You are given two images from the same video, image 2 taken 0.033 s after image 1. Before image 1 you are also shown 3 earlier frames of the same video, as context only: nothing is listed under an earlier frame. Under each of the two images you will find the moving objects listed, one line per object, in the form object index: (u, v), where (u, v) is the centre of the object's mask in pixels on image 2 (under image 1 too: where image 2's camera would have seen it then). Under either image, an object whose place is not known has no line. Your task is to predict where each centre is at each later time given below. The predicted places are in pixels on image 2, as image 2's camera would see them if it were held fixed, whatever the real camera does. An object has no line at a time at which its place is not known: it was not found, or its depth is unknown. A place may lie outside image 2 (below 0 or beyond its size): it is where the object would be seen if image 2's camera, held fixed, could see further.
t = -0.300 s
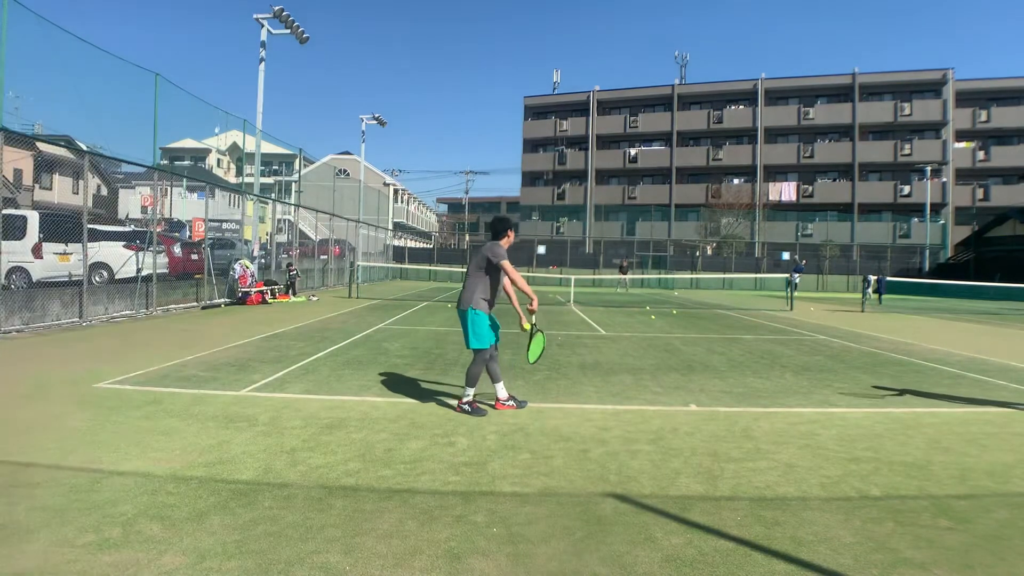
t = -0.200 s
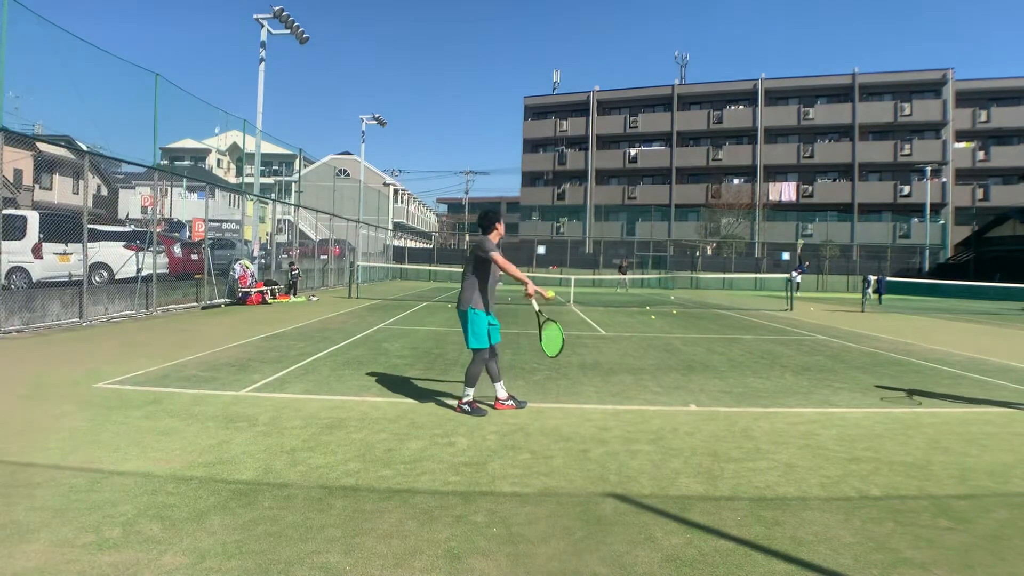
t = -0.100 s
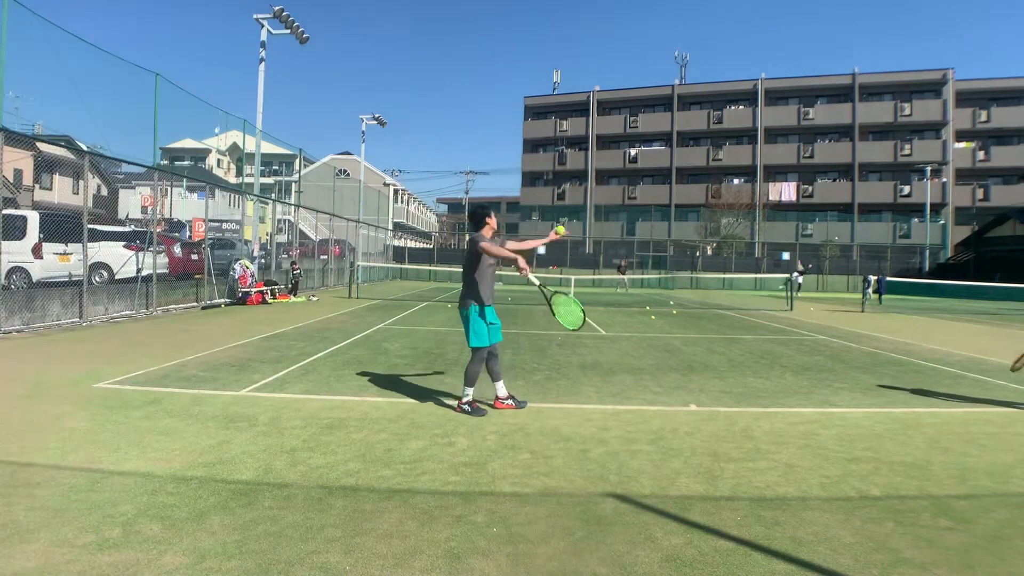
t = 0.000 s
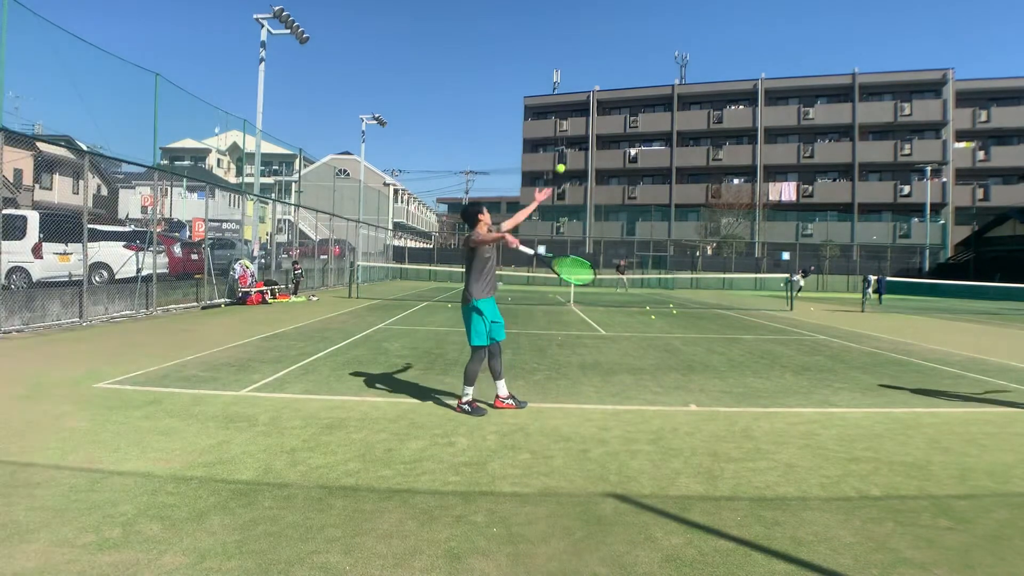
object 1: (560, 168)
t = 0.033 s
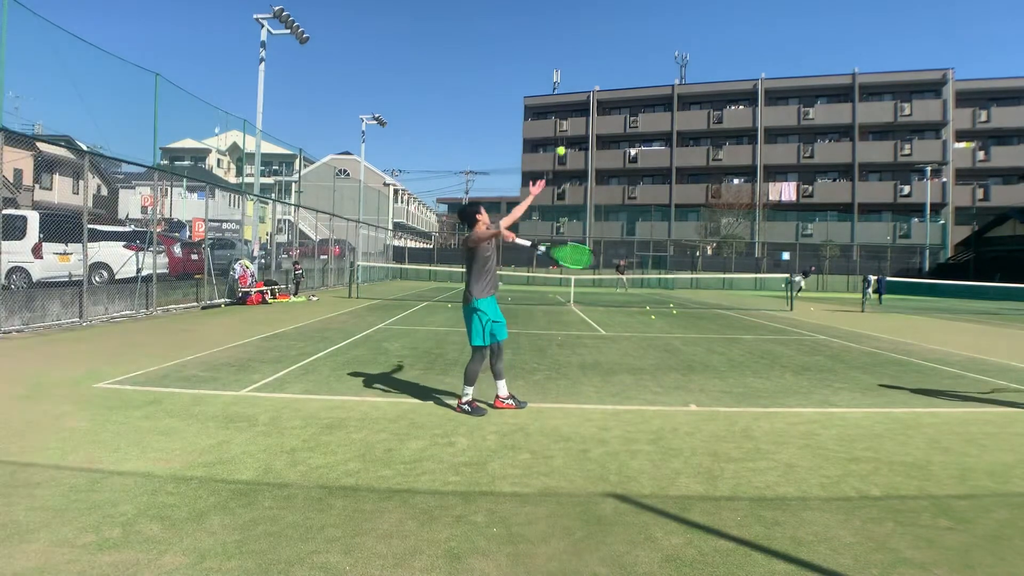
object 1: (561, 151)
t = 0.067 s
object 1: (560, 135)
